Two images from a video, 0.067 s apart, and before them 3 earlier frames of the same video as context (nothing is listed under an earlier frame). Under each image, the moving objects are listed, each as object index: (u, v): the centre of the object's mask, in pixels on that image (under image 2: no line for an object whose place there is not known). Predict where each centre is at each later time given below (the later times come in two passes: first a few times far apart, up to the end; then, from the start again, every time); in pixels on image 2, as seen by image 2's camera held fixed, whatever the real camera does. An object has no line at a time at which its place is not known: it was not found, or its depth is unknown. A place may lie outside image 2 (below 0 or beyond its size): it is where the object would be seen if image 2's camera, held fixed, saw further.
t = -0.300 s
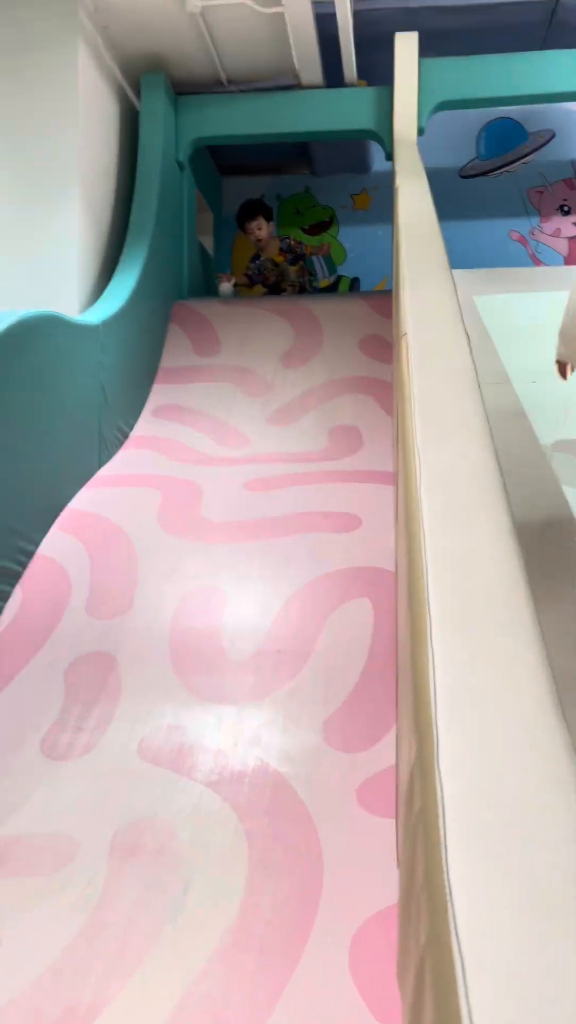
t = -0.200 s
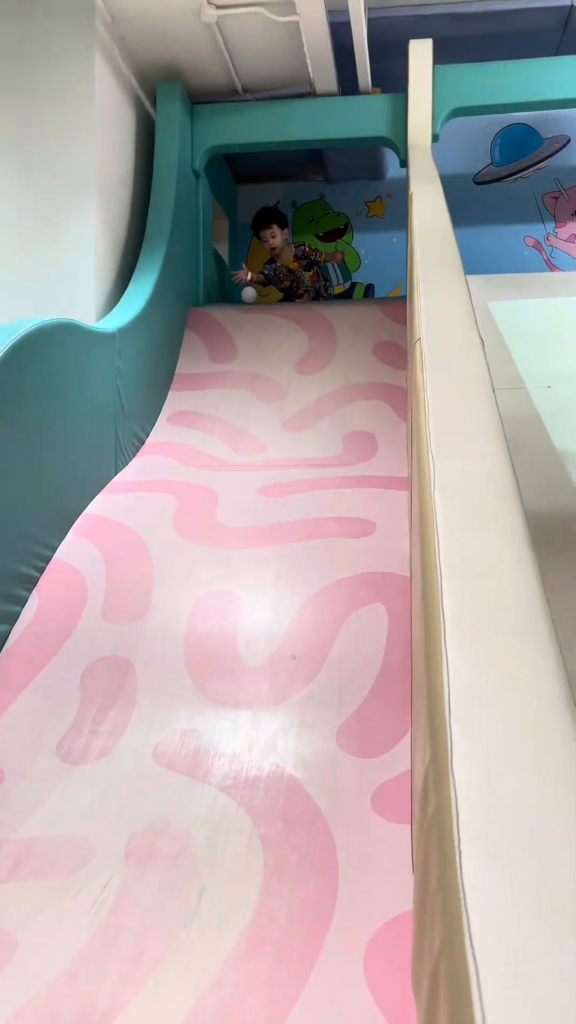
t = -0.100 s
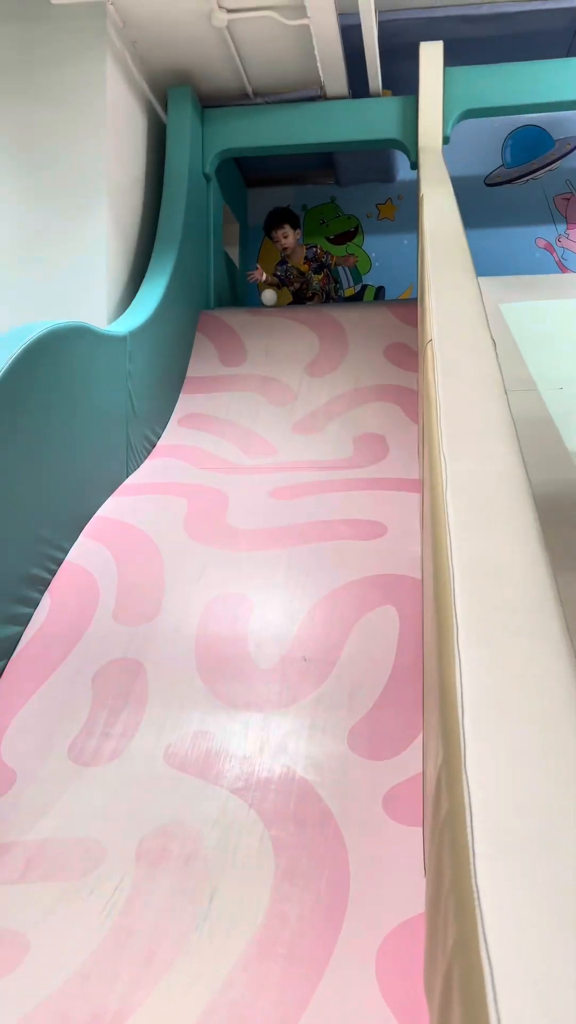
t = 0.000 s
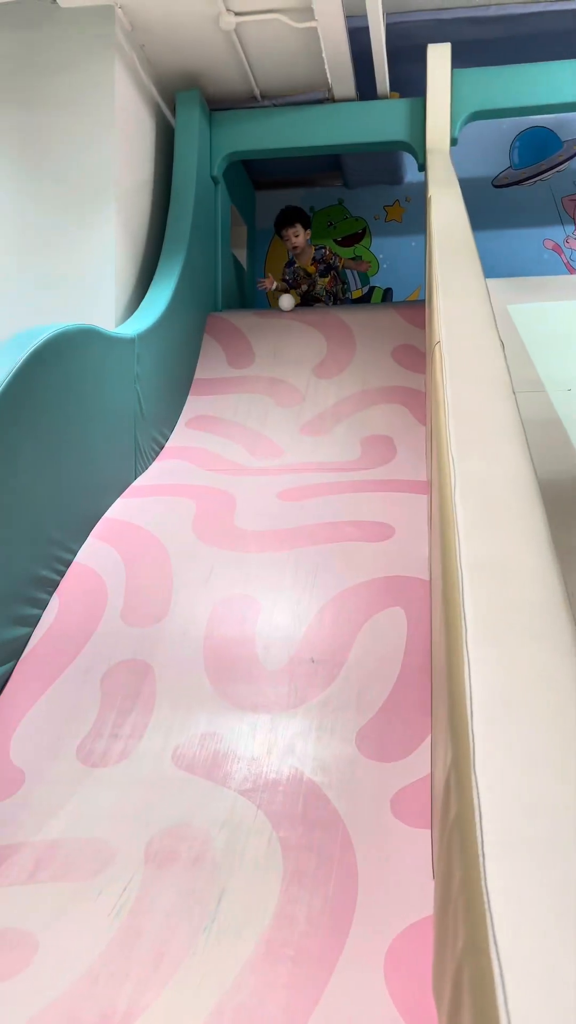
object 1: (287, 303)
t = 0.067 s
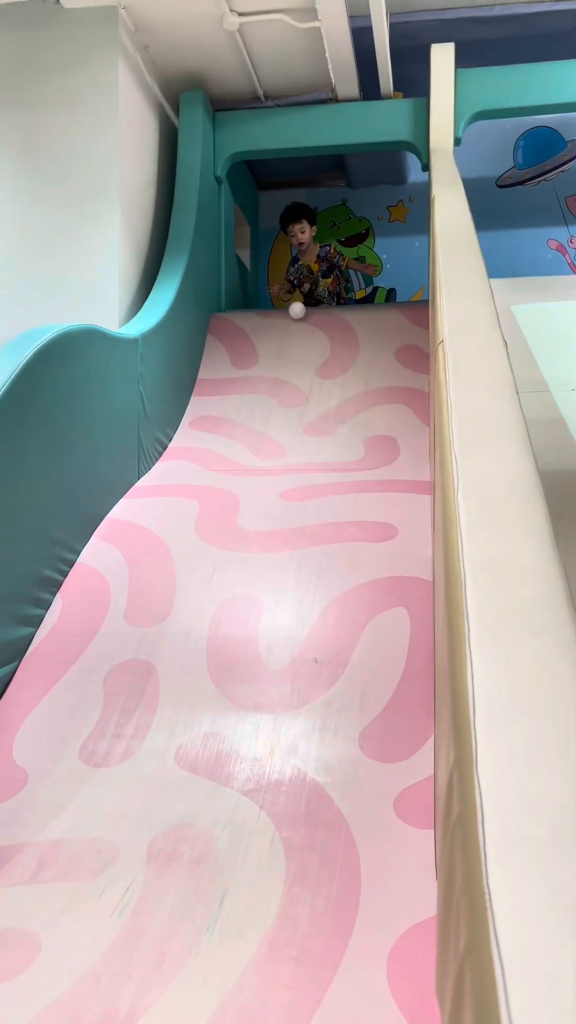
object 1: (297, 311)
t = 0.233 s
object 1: (314, 355)
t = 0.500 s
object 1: (340, 434)
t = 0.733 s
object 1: (364, 496)
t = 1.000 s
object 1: (391, 684)
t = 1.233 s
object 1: (356, 937)
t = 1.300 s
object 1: (314, 1014)
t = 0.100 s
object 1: (300, 318)
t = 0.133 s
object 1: (304, 327)
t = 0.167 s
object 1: (308, 336)
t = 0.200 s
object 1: (311, 346)
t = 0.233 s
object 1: (314, 355)
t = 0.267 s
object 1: (317, 365)
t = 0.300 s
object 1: (320, 375)
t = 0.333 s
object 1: (324, 385)
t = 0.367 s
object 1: (328, 395)
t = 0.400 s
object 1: (330, 404)
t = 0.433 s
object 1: (333, 416)
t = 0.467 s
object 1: (337, 424)
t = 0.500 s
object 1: (340, 434)
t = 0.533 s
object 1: (343, 444)
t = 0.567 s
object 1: (347, 452)
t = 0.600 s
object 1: (350, 460)
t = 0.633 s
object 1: (353, 468)
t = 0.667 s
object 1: (356, 474)
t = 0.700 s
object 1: (359, 484)
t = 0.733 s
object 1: (364, 496)
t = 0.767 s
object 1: (367, 506)
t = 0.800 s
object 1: (371, 521)
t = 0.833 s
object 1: (373, 539)
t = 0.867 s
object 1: (377, 564)
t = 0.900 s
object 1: (381, 590)
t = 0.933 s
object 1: (385, 616)
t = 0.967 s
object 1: (389, 649)
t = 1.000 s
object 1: (391, 684)
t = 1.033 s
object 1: (396, 726)
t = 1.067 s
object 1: (402, 765)
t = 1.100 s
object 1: (408, 805)
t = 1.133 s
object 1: (414, 848)
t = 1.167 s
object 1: (397, 868)
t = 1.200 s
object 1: (377, 901)
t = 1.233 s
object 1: (356, 937)
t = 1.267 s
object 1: (334, 984)
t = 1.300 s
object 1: (314, 1014)
